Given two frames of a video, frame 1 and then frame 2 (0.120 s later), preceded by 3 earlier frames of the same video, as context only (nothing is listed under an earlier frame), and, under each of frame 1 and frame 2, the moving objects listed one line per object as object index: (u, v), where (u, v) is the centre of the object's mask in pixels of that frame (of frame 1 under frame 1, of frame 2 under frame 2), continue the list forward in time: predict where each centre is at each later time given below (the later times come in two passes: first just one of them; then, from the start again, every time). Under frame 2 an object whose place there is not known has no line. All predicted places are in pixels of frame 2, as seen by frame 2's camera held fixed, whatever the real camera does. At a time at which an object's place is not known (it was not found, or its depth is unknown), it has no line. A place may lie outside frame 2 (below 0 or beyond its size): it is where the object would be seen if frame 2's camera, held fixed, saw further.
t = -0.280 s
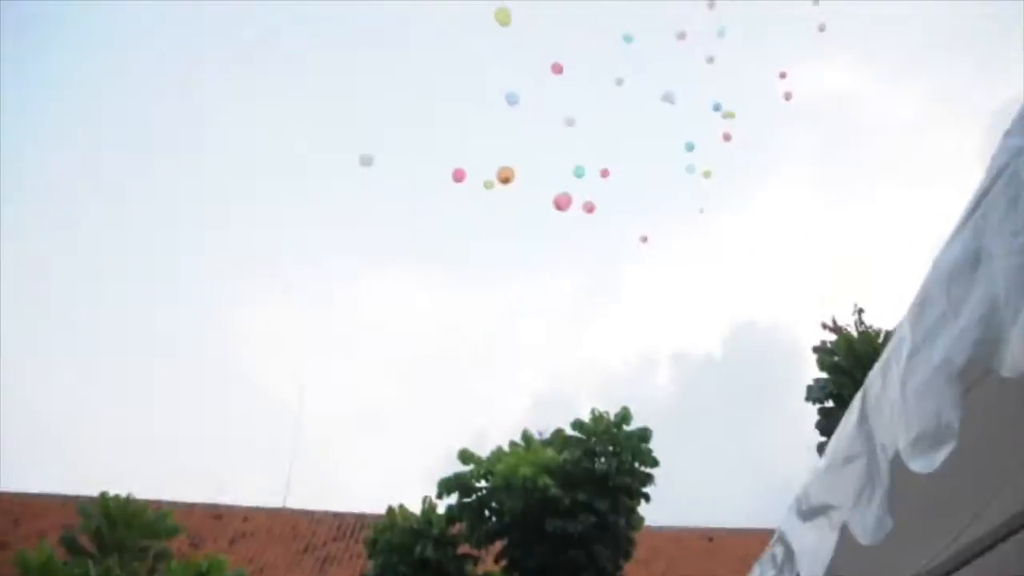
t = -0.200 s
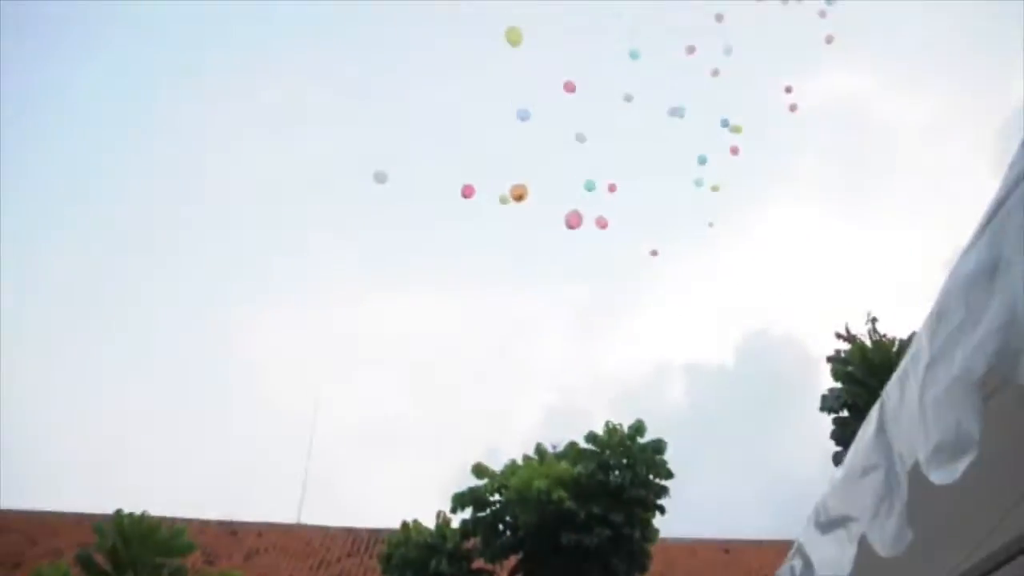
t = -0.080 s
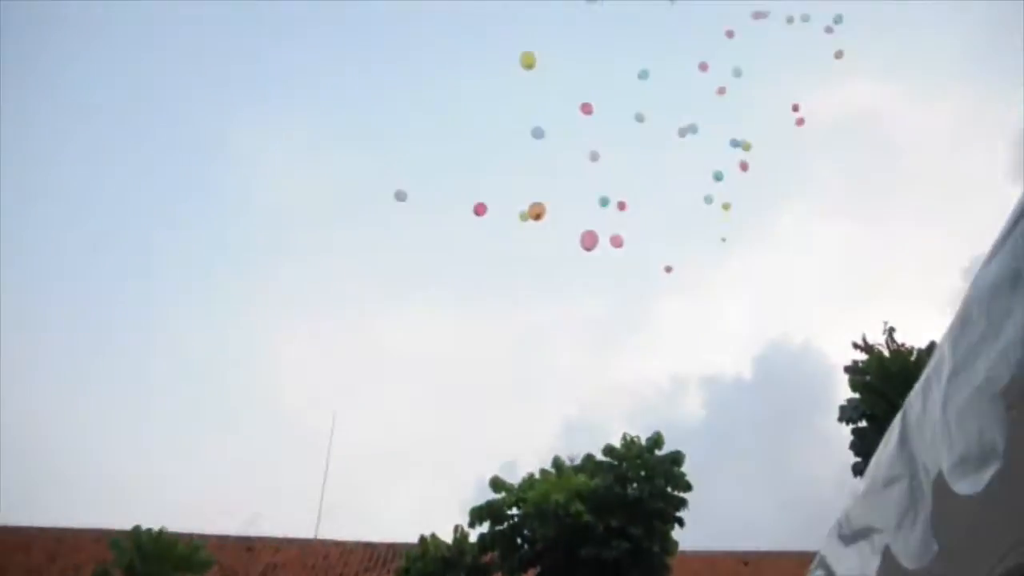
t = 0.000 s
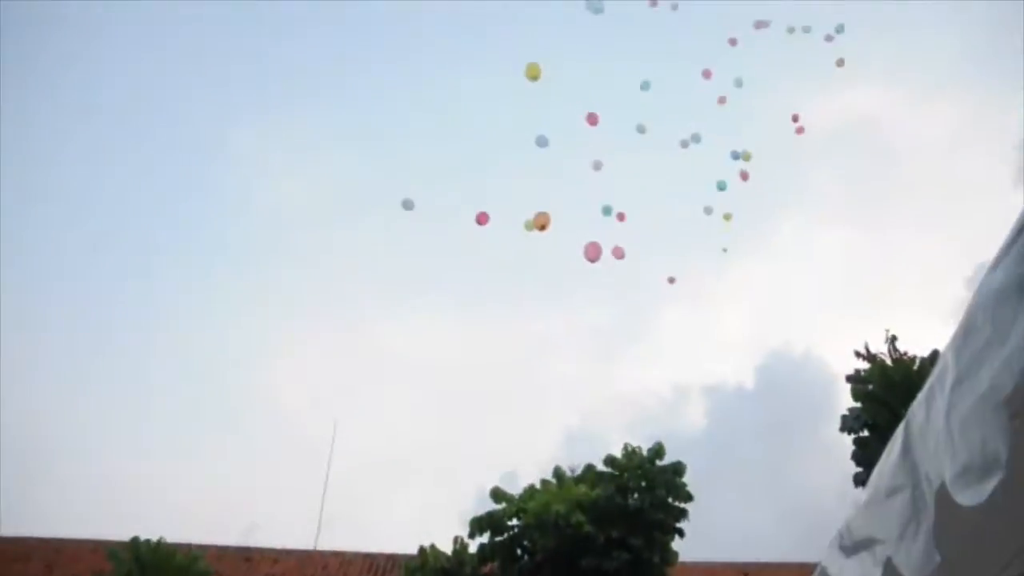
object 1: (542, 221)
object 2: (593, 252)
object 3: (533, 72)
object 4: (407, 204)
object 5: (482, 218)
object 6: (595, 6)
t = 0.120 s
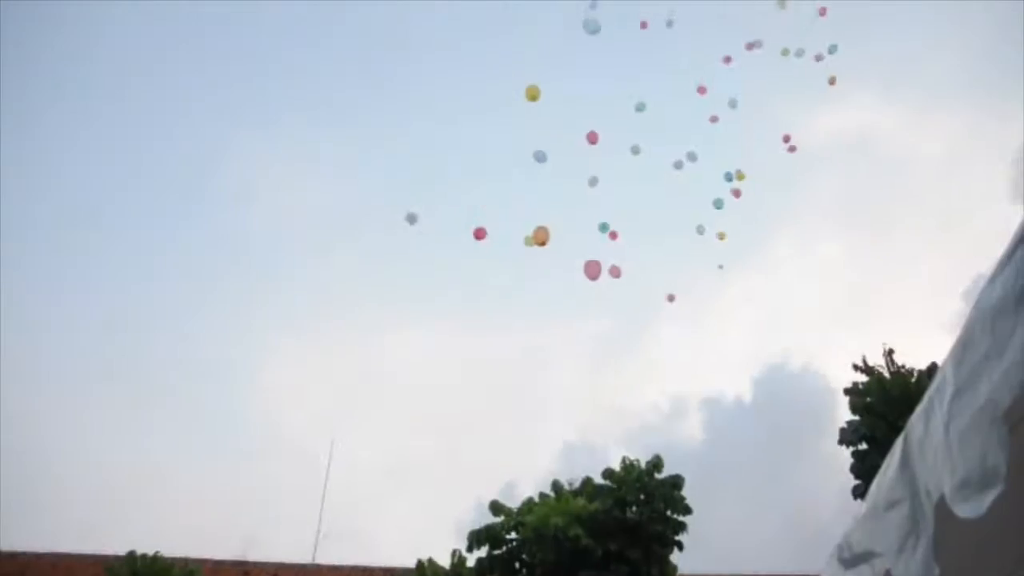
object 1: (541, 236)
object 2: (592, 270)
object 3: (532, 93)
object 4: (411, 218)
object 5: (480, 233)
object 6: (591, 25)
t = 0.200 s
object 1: (539, 238)
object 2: (594, 273)
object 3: (532, 98)
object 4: (413, 219)
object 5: (479, 235)
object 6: (588, 30)
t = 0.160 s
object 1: (540, 237)
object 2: (593, 271)
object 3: (532, 96)
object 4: (413, 219)
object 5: (479, 234)
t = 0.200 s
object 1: (539, 238)
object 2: (594, 273)
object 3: (532, 98)
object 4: (413, 219)
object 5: (479, 235)
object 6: (588, 30)
